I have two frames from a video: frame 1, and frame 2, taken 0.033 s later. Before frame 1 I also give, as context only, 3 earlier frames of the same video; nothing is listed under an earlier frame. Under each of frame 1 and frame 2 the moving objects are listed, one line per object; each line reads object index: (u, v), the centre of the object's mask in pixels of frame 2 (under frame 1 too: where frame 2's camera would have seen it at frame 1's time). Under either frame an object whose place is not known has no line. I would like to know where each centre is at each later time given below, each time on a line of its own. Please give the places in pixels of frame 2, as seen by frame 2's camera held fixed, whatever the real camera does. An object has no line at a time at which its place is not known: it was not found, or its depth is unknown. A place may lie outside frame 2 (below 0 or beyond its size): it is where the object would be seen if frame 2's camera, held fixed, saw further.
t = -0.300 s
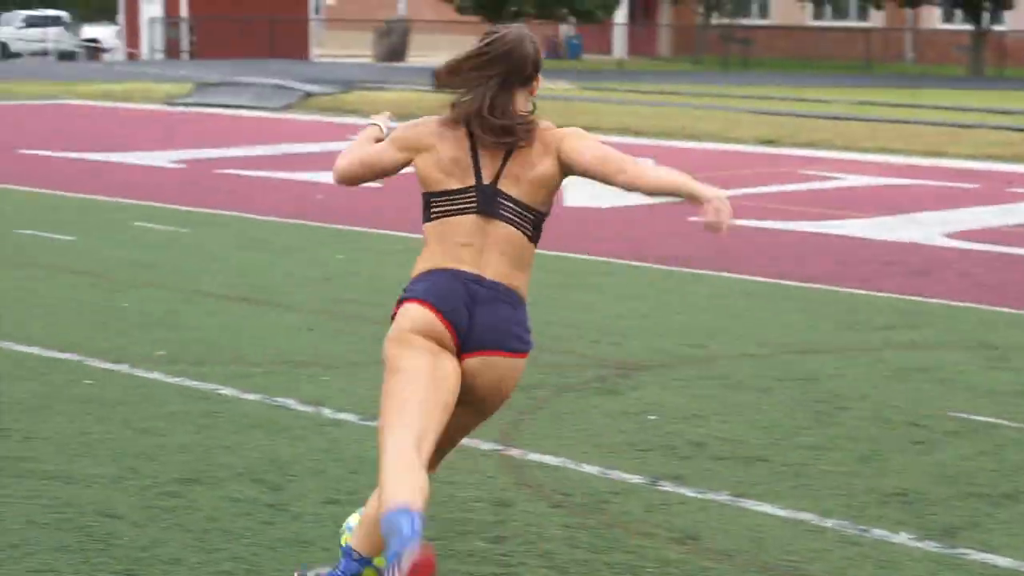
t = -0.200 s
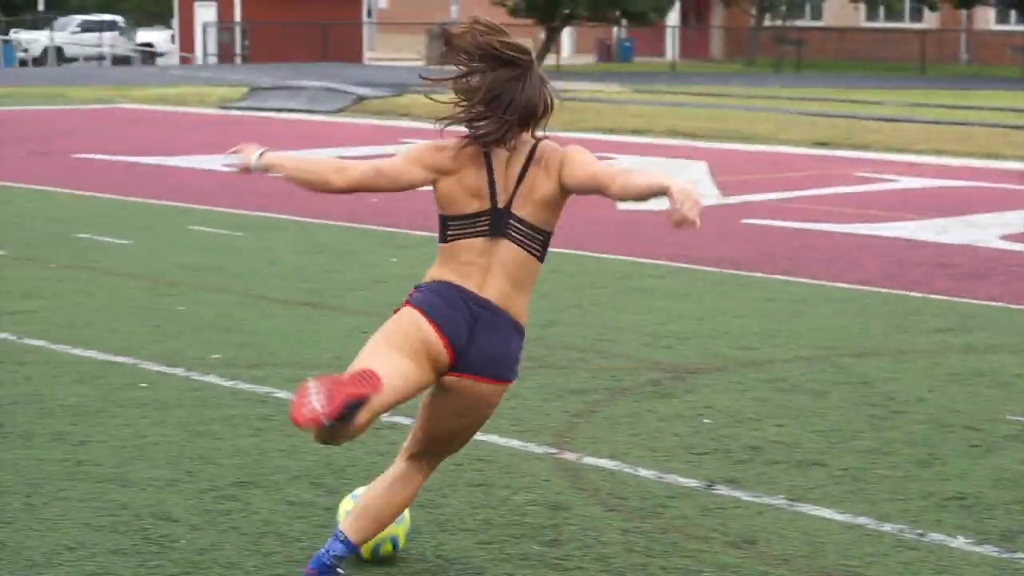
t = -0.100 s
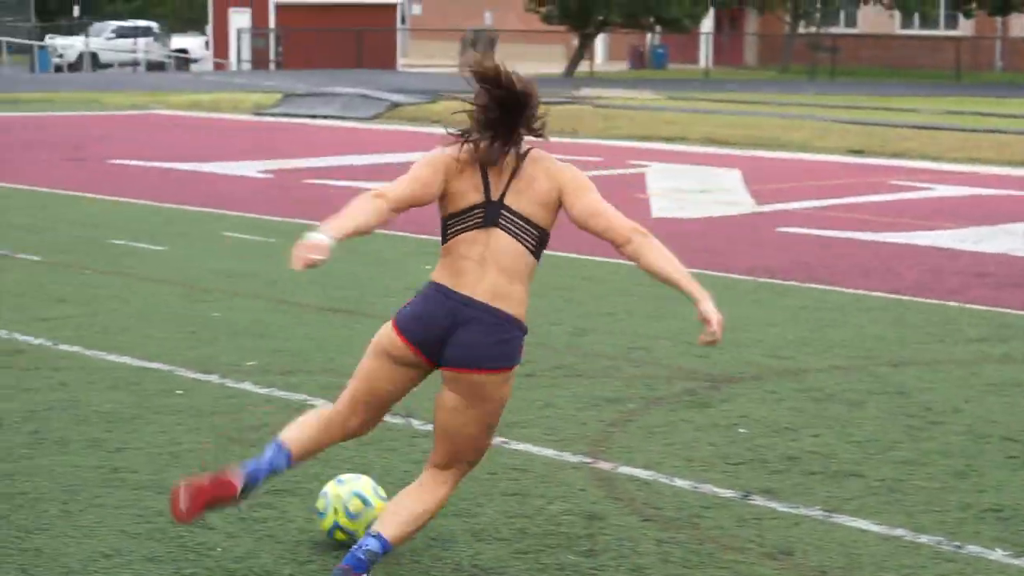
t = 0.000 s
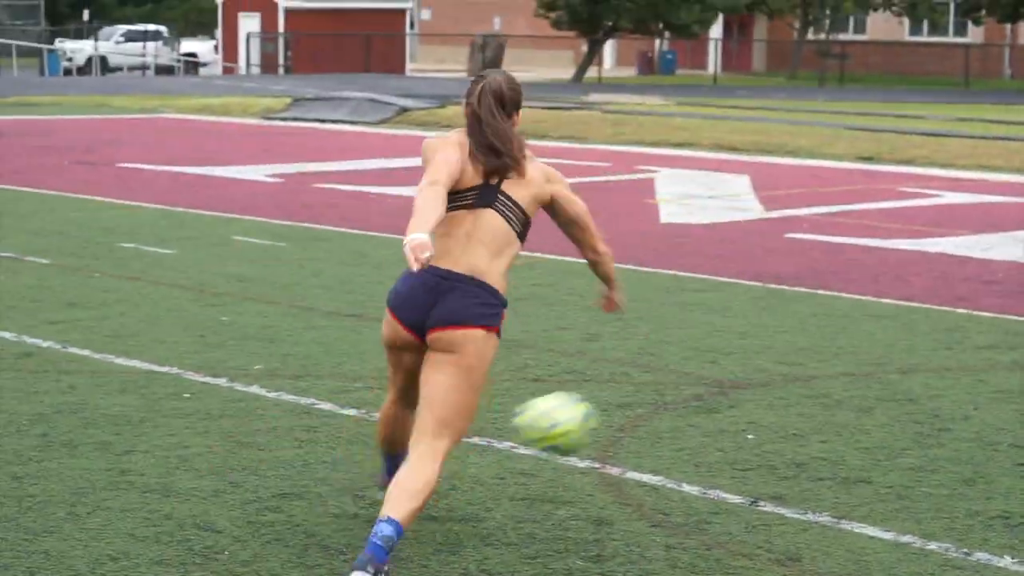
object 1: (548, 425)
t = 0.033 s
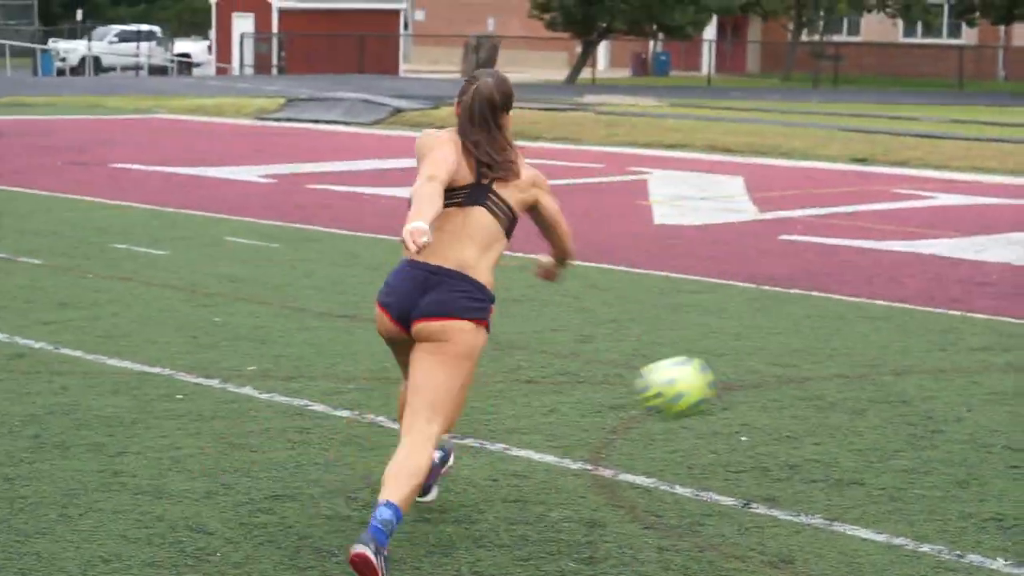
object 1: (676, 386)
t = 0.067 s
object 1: (791, 353)
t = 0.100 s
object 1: (899, 326)
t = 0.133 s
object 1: (1001, 303)
